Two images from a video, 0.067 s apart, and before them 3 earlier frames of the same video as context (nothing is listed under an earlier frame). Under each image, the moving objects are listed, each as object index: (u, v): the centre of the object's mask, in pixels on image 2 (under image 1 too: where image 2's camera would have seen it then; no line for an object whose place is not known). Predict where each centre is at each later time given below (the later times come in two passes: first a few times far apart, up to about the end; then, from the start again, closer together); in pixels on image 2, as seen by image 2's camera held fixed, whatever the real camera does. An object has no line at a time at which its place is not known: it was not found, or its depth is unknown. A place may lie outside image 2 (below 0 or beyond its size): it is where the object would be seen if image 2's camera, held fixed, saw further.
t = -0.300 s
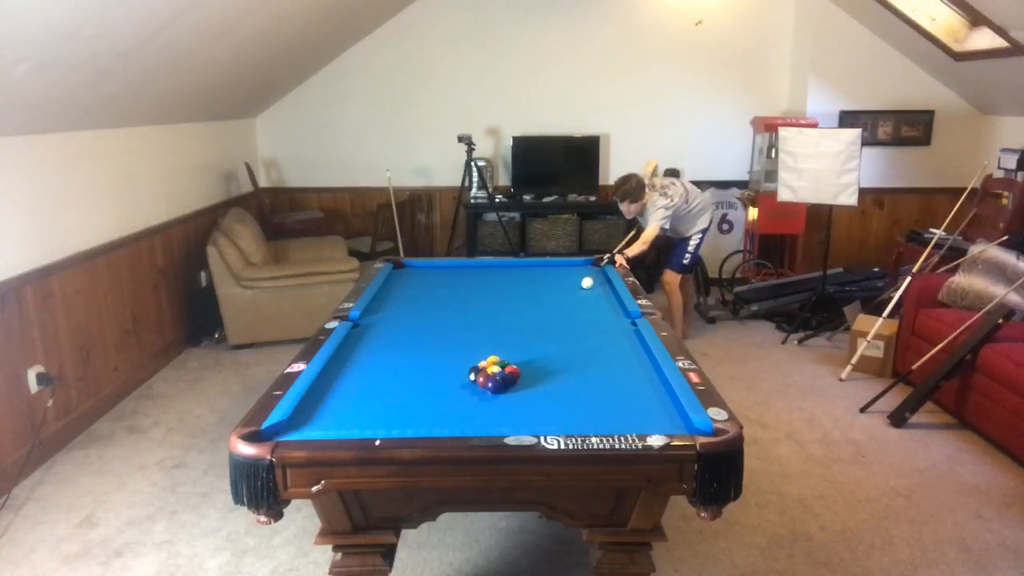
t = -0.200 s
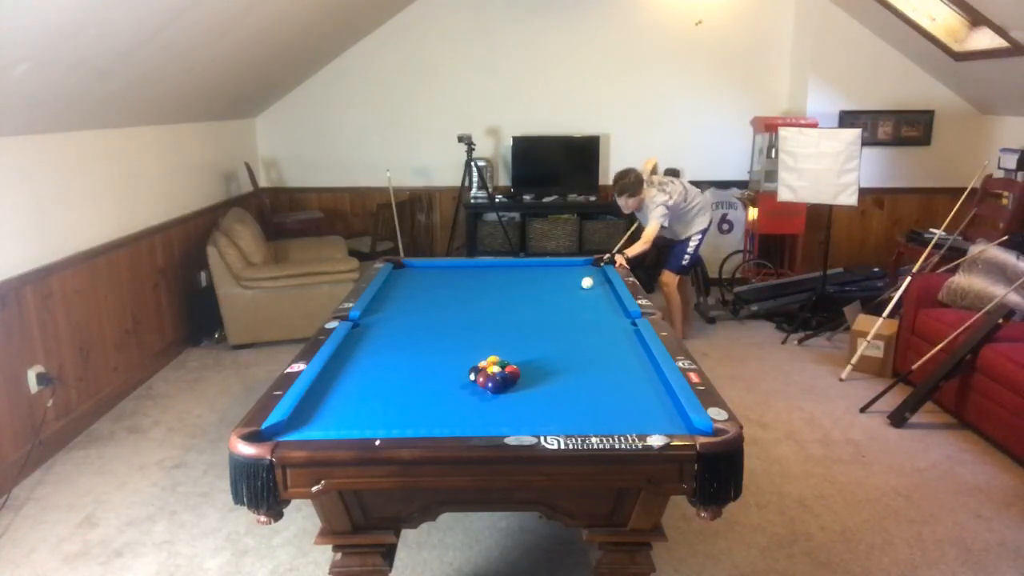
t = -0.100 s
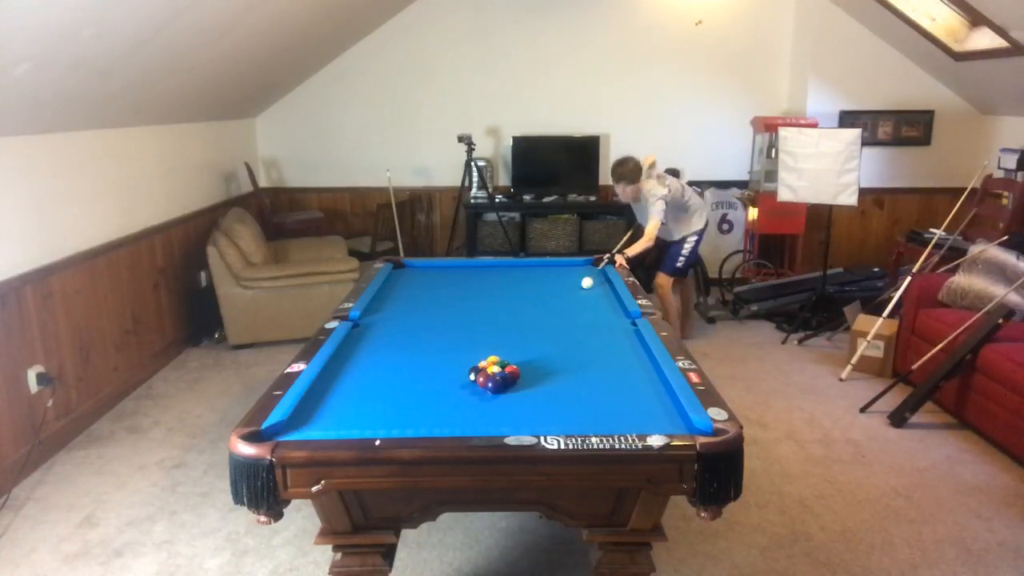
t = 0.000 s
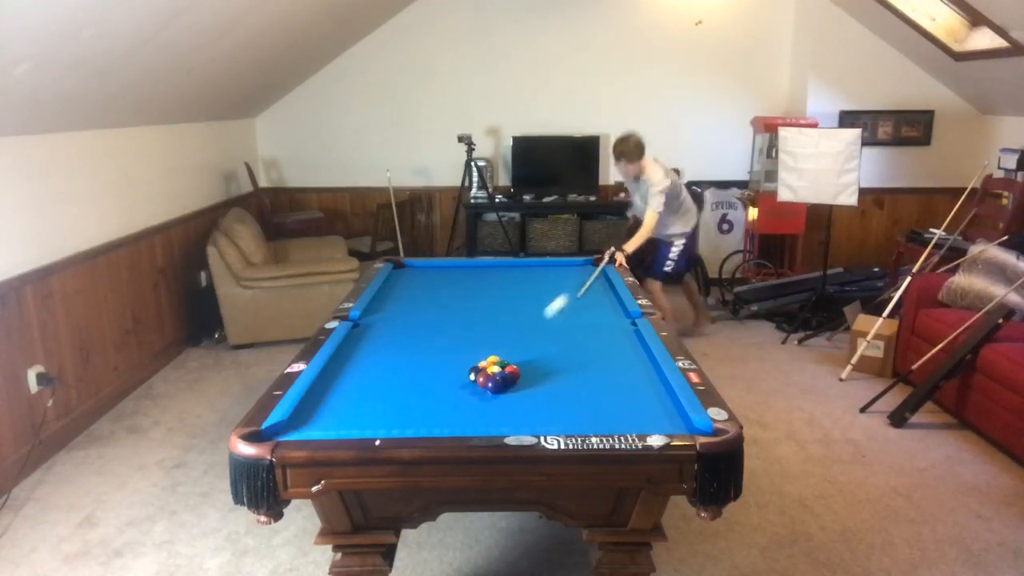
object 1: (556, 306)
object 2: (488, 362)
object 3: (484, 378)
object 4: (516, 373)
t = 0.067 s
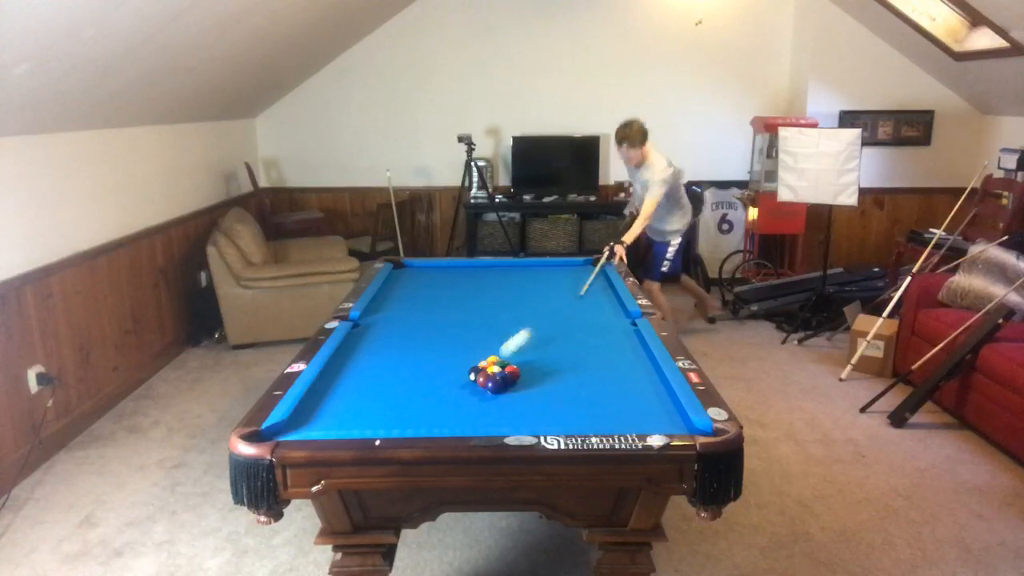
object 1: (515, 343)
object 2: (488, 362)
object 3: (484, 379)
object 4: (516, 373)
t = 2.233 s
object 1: (339, 401)
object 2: (569, 323)
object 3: (404, 421)
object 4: (620, 387)
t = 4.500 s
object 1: (548, 325)
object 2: (497, 304)
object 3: (398, 417)
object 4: (631, 388)
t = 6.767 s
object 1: (608, 299)
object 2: (488, 302)
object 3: (398, 417)
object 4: (631, 388)
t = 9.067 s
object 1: (601, 298)
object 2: (489, 302)
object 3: (398, 417)
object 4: (631, 388)
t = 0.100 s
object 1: (499, 350)
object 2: (492, 360)
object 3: (483, 378)
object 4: (514, 372)
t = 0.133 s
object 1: (499, 343)
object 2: (498, 358)
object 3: (483, 382)
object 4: (515, 374)
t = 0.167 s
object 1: (499, 337)
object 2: (502, 358)
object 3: (481, 383)
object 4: (518, 375)
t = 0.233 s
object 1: (500, 334)
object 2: (513, 358)
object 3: (477, 385)
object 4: (522, 375)
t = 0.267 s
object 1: (501, 336)
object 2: (519, 358)
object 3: (476, 386)
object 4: (524, 376)
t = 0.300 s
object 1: (501, 341)
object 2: (523, 359)
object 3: (474, 387)
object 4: (527, 376)
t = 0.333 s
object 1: (501, 347)
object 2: (528, 358)
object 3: (473, 388)
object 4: (529, 376)
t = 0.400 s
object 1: (501, 343)
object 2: (538, 357)
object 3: (469, 390)
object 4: (533, 378)
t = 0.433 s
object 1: (501, 344)
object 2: (542, 356)
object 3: (468, 391)
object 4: (536, 377)
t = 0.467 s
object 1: (500, 346)
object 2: (547, 356)
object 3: (466, 393)
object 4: (538, 378)
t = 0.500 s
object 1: (499, 346)
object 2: (552, 355)
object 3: (465, 393)
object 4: (540, 378)
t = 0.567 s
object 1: (497, 347)
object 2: (561, 354)
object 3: (461, 396)
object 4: (544, 379)
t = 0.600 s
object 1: (496, 347)
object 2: (566, 353)
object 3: (460, 397)
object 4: (546, 379)
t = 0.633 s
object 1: (494, 347)
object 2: (570, 352)
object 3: (458, 398)
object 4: (548, 379)
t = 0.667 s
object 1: (492, 348)
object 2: (575, 352)
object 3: (457, 399)
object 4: (550, 379)
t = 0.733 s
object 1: (487, 351)
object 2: (584, 350)
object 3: (453, 401)
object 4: (554, 380)
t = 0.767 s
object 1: (483, 352)
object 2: (588, 350)
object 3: (452, 402)
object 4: (556, 380)
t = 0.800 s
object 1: (480, 354)
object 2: (592, 349)
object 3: (450, 403)
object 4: (559, 380)
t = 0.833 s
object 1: (476, 357)
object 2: (596, 348)
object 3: (449, 404)
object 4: (560, 381)
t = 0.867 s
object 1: (472, 359)
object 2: (601, 348)
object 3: (447, 406)
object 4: (562, 381)
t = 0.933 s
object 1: (463, 364)
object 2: (609, 347)
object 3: (444, 407)
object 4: (566, 381)
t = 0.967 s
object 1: (459, 366)
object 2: (613, 346)
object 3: (442, 408)
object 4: (568, 382)
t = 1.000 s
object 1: (455, 368)
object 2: (617, 346)
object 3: (440, 409)
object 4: (570, 382)
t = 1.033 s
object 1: (450, 371)
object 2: (621, 345)
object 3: (439, 410)
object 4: (572, 382)
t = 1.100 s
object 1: (441, 376)
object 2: (628, 344)
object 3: (436, 413)
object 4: (575, 383)
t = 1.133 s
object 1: (437, 379)
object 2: (632, 343)
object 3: (434, 414)
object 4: (577, 383)
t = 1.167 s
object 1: (432, 382)
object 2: (636, 343)
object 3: (433, 415)
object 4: (579, 383)
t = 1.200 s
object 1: (427, 384)
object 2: (637, 342)
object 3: (431, 416)
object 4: (580, 384)
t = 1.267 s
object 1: (418, 390)
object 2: (631, 341)
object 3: (428, 418)
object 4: (584, 384)
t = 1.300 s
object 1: (413, 392)
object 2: (628, 340)
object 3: (427, 419)
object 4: (586, 384)
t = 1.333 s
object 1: (408, 395)
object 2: (626, 339)
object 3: (425, 419)
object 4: (587, 384)
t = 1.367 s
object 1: (402, 398)
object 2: (623, 338)
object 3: (424, 420)
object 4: (589, 384)
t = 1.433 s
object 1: (392, 404)
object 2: (619, 337)
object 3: (421, 421)
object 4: (592, 384)
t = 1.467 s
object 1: (387, 407)
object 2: (616, 336)
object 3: (420, 421)
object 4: (594, 385)
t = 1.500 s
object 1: (381, 410)
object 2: (614, 336)
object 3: (418, 422)
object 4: (595, 385)
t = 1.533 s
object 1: (375, 413)
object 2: (611, 335)
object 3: (417, 423)
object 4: (596, 385)
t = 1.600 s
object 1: (364, 420)
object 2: (607, 334)
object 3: (414, 423)
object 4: (599, 385)
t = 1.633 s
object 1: (358, 422)
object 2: (605, 333)
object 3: (413, 423)
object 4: (600, 385)
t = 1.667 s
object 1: (352, 424)
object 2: (602, 332)
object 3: (412, 423)
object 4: (601, 386)
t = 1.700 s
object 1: (346, 425)
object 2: (600, 332)
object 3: (411, 423)
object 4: (603, 386)
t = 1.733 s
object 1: (340, 423)
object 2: (598, 331)
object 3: (411, 423)
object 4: (604, 386)
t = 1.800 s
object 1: (328, 422)
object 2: (594, 330)
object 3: (409, 423)
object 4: (607, 386)
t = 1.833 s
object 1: (322, 421)
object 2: (592, 330)
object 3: (409, 423)
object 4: (608, 386)
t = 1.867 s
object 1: (316, 420)
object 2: (590, 329)
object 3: (408, 422)
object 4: (609, 386)
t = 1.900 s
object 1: (310, 419)
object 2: (588, 328)
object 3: (408, 422)
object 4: (610, 386)
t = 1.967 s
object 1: (300, 415)
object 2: (584, 327)
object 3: (407, 422)
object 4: (613, 386)
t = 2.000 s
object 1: (302, 413)
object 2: (582, 327)
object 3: (407, 422)
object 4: (614, 386)
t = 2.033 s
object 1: (308, 411)
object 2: (580, 326)
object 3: (406, 421)
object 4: (615, 386)
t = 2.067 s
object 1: (313, 410)
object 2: (578, 326)
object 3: (406, 421)
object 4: (616, 387)
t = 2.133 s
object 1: (324, 406)
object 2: (575, 325)
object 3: (405, 421)
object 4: (618, 387)
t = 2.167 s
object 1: (329, 404)
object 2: (573, 324)
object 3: (404, 421)
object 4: (618, 387)
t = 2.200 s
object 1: (334, 402)
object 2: (571, 324)
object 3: (404, 421)
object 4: (619, 387)
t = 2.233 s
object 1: (339, 401)
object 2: (569, 323)
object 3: (404, 421)
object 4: (620, 387)
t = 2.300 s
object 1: (349, 397)
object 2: (566, 322)
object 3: (403, 421)
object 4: (622, 387)
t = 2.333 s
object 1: (354, 395)
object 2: (564, 322)
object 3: (403, 420)
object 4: (622, 387)
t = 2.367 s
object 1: (359, 394)
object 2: (562, 321)
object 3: (402, 420)
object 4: (623, 388)
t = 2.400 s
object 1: (363, 392)
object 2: (561, 321)
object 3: (402, 420)
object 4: (624, 388)
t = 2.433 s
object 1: (368, 390)
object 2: (559, 321)
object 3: (402, 420)
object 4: (625, 388)
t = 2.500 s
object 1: (377, 387)
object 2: (556, 320)
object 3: (401, 420)
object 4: (626, 388)
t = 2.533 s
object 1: (381, 385)
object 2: (555, 319)
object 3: (401, 419)
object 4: (626, 388)
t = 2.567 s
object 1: (385, 384)
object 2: (553, 319)
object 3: (400, 419)
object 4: (627, 388)
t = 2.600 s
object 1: (389, 383)
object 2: (552, 318)
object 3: (400, 419)
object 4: (628, 388)
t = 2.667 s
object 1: (398, 380)
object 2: (549, 317)
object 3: (400, 419)
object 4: (628, 388)
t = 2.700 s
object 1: (402, 378)
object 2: (547, 317)
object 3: (400, 418)
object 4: (629, 388)
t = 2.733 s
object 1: (405, 377)
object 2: (546, 317)
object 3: (399, 418)
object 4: (629, 388)
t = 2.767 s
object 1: (409, 375)
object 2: (545, 317)
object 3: (399, 418)
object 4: (630, 388)
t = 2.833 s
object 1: (417, 373)
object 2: (542, 316)
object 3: (399, 418)
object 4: (630, 388)
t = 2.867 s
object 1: (421, 371)
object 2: (541, 316)
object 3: (398, 418)
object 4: (630, 388)
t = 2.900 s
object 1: (424, 370)
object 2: (539, 315)
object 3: (398, 418)
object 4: (631, 388)
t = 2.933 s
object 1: (428, 369)
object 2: (538, 315)
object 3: (398, 418)
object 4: (631, 388)
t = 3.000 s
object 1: (435, 366)
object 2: (535, 314)
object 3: (398, 418)
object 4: (631, 388)
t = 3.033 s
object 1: (438, 365)
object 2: (534, 314)
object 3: (398, 418)
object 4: (631, 388)
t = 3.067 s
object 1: (442, 364)
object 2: (533, 314)
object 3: (398, 417)
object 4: (631, 388)
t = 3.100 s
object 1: (445, 363)
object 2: (532, 313)
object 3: (398, 417)
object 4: (631, 388)
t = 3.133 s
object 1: (448, 361)
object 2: (531, 313)
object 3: (398, 417)
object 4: (631, 388)
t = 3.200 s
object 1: (454, 359)
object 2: (528, 312)
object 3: (398, 417)
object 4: (631, 388)
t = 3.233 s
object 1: (458, 358)
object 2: (527, 312)
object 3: (398, 417)
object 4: (631, 388)
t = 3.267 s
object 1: (461, 357)
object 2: (526, 312)
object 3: (398, 417)
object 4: (631, 388)
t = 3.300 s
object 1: (464, 356)
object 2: (525, 312)
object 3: (398, 417)
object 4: (631, 388)
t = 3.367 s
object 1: (470, 354)
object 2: (523, 311)
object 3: (398, 417)
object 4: (631, 388)
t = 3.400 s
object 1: (473, 352)
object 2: (522, 311)
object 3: (398, 418)
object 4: (631, 388)
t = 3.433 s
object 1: (475, 352)
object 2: (521, 310)
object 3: (398, 417)
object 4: (631, 388)
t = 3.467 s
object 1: (478, 351)
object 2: (520, 310)
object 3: (398, 417)
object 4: (631, 388)
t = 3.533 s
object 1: (484, 349)
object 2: (518, 310)
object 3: (398, 417)
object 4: (631, 388)
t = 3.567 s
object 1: (486, 348)
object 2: (517, 309)
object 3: (398, 417)
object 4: (631, 388)
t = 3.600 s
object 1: (489, 347)
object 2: (516, 309)
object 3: (398, 417)
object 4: (631, 388)
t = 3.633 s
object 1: (492, 346)
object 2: (515, 309)
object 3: (398, 417)
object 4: (631, 388)
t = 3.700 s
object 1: (497, 344)
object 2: (513, 308)
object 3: (398, 417)
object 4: (631, 388)
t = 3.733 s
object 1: (499, 343)
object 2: (513, 308)
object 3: (398, 417)
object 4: (631, 388)
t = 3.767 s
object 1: (502, 342)
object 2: (512, 308)
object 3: (398, 417)
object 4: (631, 388)
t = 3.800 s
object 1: (504, 341)
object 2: (511, 308)
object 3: (398, 417)
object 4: (631, 388)
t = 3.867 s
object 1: (509, 340)
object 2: (509, 308)
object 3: (398, 417)
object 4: (631, 388)
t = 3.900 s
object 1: (511, 339)
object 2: (509, 307)
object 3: (398, 417)
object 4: (631, 388)
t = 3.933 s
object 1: (513, 338)
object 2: (508, 307)
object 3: (398, 417)
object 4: (631, 388)
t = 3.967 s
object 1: (516, 337)
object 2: (507, 307)
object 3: (398, 417)
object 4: (631, 388)
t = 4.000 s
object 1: (518, 336)
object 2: (506, 307)
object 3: (398, 417)
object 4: (631, 388)
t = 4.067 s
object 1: (523, 334)
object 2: (505, 306)
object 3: (398, 417)
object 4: (631, 388)
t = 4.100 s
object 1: (525, 334)
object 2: (504, 306)
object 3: (398, 417)
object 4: (631, 388)
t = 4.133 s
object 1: (527, 333)
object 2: (503, 306)
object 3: (398, 417)
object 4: (631, 388)
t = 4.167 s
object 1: (529, 332)
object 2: (503, 306)
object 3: (398, 417)
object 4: (631, 388)
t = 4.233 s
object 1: (533, 331)
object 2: (502, 305)
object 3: (398, 417)
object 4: (631, 388)
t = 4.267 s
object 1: (535, 330)
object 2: (501, 305)
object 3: (398, 417)
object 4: (631, 388)
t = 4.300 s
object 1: (537, 329)
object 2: (500, 305)
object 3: (398, 417)
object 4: (631, 388)
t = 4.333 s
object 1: (539, 329)
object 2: (500, 305)
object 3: (398, 417)
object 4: (631, 388)
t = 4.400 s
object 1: (543, 327)
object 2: (499, 305)
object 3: (398, 417)
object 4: (631, 388)
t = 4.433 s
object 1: (545, 327)
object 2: (498, 305)
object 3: (398, 417)
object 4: (631, 388)
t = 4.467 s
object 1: (547, 326)
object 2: (498, 305)
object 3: (398, 417)
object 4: (631, 388)
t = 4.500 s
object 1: (548, 325)
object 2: (497, 304)
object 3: (398, 417)
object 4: (631, 388)
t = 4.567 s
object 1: (552, 324)
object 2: (496, 304)
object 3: (398, 417)
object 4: (631, 388)
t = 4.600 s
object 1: (554, 323)
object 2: (496, 304)
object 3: (398, 417)
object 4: (631, 388)
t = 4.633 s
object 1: (556, 323)
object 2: (495, 304)
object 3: (398, 417)
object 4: (631, 388)
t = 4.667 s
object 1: (557, 322)
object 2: (495, 304)
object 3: (398, 417)
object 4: (631, 388)
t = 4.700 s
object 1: (559, 321)
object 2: (495, 304)
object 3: (398, 417)
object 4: (631, 388)
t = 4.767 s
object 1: (562, 320)
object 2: (494, 303)
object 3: (398, 417)
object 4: (631, 388)
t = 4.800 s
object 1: (564, 320)
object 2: (493, 303)
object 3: (398, 417)
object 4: (631, 388)
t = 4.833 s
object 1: (566, 319)
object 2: (493, 303)
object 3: (398, 417)
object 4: (631, 388)
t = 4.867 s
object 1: (567, 319)
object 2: (493, 303)
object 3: (398, 417)
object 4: (631, 388)
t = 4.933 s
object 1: (570, 317)
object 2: (492, 303)
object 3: (398, 417)
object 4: (631, 388)
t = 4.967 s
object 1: (572, 317)
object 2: (492, 303)
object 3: (398, 417)
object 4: (631, 388)
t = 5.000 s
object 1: (573, 316)
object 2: (491, 303)
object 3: (398, 417)
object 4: (631, 388)
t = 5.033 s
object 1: (575, 316)
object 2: (491, 303)
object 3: (398, 417)
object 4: (631, 388)
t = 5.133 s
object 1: (579, 314)
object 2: (490, 303)
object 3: (398, 417)
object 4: (631, 388)
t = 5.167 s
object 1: (581, 314)
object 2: (490, 303)
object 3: (398, 417)
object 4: (631, 388)
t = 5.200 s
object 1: (582, 313)
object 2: (490, 303)
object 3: (398, 417)
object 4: (631, 388)
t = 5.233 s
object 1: (583, 313)
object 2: (490, 303)
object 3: (398, 417)
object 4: (631, 388)
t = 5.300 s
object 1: (586, 312)
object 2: (490, 303)
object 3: (398, 417)
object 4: (631, 388)
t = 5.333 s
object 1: (587, 312)
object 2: (490, 303)
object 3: (398, 417)
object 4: (631, 388)
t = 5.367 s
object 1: (589, 311)
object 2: (489, 303)
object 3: (398, 417)
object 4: (631, 388)
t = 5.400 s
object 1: (590, 311)
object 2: (489, 303)
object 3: (398, 417)
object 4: (631, 388)
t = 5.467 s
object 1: (592, 310)
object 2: (489, 303)
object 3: (398, 417)
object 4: (631, 388)
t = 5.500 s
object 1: (593, 310)
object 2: (489, 302)
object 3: (398, 417)
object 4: (631, 388)
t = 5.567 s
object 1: (596, 309)
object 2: (489, 303)
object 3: (398, 417)
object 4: (631, 388)
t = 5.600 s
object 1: (597, 308)
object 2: (489, 303)
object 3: (398, 417)
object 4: (631, 388)
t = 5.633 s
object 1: (598, 308)
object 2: (489, 303)
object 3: (398, 417)
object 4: (631, 388)
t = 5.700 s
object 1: (600, 307)
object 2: (489, 303)
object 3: (398, 417)
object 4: (631, 388)
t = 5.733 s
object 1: (601, 307)
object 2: (489, 303)
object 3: (398, 417)
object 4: (631, 388)
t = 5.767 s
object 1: (602, 306)
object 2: (489, 302)
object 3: (398, 417)
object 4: (631, 388)
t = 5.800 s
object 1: (603, 306)
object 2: (489, 303)
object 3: (398, 417)
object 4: (631, 388)
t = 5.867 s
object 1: (606, 305)
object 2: (489, 303)
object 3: (398, 417)
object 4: (631, 388)
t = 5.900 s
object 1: (607, 305)
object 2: (489, 302)
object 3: (398, 417)
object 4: (631, 388)
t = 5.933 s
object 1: (607, 304)
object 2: (489, 303)
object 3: (398, 417)
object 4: (631, 388)
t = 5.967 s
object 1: (608, 304)
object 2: (489, 303)
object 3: (398, 417)
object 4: (631, 388)
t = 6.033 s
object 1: (610, 304)
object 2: (489, 303)
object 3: (398, 417)
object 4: (631, 388)
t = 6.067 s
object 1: (611, 303)
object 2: (489, 303)
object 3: (398, 417)
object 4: (631, 388)
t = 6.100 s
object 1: (612, 303)
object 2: (489, 303)
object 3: (398, 417)
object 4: (631, 388)
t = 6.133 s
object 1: (613, 303)
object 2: (489, 303)
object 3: (398, 417)
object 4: (631, 388)
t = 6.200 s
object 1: (614, 302)
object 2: (489, 303)
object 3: (398, 417)
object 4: (631, 388)
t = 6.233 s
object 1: (615, 302)
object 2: (489, 302)
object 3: (398, 417)
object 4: (631, 388)
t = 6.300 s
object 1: (615, 302)
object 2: (489, 302)
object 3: (398, 417)
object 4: (631, 388)
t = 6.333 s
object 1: (615, 301)
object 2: (488, 302)
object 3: (398, 417)
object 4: (631, 388)
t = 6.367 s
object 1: (614, 301)
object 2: (488, 302)
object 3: (398, 417)
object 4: (631, 388)
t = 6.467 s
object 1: (613, 301)
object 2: (489, 302)
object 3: (398, 418)
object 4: (631, 388)
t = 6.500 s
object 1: (612, 300)
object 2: (488, 302)
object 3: (398, 417)
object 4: (631, 388)
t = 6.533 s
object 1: (611, 300)
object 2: (488, 302)
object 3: (398, 417)
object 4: (631, 388)
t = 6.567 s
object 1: (611, 300)
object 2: (489, 302)
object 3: (398, 418)
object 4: (631, 388)
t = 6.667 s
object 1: (609, 300)
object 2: (488, 302)
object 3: (398, 417)
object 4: (631, 388)
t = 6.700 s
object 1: (608, 300)
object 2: (488, 302)
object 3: (398, 417)
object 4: (631, 388)
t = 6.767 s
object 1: (608, 299)
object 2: (488, 302)
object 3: (398, 417)
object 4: (631, 388)
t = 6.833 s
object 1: (607, 299)
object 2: (488, 302)
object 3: (398, 417)
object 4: (631, 388)
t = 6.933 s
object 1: (606, 299)
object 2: (488, 302)
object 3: (398, 417)
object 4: (631, 388)
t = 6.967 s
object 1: (605, 299)
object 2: (488, 302)
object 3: (398, 417)
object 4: (631, 388)
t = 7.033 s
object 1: (605, 299)
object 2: (488, 302)
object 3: (398, 417)
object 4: (631, 388)
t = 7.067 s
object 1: (604, 299)
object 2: (488, 302)
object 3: (398, 417)
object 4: (631, 388)
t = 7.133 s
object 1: (604, 298)
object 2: (488, 302)
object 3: (398, 417)
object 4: (631, 388)
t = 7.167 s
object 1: (604, 298)
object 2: (489, 302)
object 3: (398, 417)
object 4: (631, 388)
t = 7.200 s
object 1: (603, 298)
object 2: (489, 302)
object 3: (398, 417)
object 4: (631, 388)
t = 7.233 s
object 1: (603, 298)
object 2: (489, 302)
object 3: (398, 417)
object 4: (631, 388)
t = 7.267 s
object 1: (603, 298)
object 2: (489, 302)
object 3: (398, 417)
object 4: (631, 388)
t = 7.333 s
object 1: (602, 298)
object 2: (489, 302)
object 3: (398, 417)
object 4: (631, 388)
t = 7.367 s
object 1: (602, 298)
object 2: (488, 303)
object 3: (398, 417)
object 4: (631, 388)
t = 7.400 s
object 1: (602, 298)
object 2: (489, 303)
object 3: (398, 417)
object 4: (631, 388)
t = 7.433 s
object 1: (602, 298)
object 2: (489, 303)
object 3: (398, 417)
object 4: (631, 388)
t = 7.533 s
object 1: (601, 298)
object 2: (489, 303)
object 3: (398, 417)
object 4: (631, 388)
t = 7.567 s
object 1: (601, 298)
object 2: (489, 303)
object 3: (398, 417)
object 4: (631, 388)
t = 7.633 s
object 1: (601, 298)
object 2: (489, 303)
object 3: (398, 418)
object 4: (631, 388)
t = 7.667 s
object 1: (601, 298)
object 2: (489, 303)
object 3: (398, 417)
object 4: (631, 388)
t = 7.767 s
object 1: (601, 298)
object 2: (488, 302)
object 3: (398, 417)
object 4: (631, 388)
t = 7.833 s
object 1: (601, 298)
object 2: (488, 302)
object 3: (398, 417)
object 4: (631, 388)
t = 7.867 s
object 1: (601, 298)
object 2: (488, 302)
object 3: (398, 418)
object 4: (631, 388)
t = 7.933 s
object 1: (601, 298)
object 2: (488, 302)
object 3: (398, 417)
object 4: (631, 388)
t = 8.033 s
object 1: (601, 298)
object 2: (488, 302)
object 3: (398, 417)
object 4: (631, 388)
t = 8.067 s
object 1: (601, 298)
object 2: (488, 302)
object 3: (398, 417)
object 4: (631, 388)
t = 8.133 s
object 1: (601, 298)
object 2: (488, 302)
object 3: (398, 417)
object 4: (631, 388)
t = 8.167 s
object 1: (601, 298)
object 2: (488, 302)
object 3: (398, 417)
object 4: (631, 388)
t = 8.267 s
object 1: (601, 298)
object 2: (488, 302)
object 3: (398, 417)
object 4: (631, 388)
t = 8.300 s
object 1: (601, 298)
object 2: (488, 302)
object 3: (398, 417)
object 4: (631, 388)
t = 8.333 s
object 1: (601, 298)
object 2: (488, 302)
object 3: (398, 417)
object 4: (631, 388)
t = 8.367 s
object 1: (601, 298)
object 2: (488, 302)
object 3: (398, 417)
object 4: (631, 388)
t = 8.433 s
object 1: (601, 298)
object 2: (488, 302)
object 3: (398, 417)
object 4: (631, 388)
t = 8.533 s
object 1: (601, 298)
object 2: (488, 302)
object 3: (398, 417)
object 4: (631, 388)
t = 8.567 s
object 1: (601, 298)
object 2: (488, 302)
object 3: (398, 417)
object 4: (631, 388)
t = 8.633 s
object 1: (601, 298)
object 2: (488, 302)
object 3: (398, 417)
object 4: (631, 388)
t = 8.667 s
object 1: (601, 298)
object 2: (488, 302)
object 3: (398, 417)
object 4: (631, 388)
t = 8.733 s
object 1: (601, 298)
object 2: (489, 302)
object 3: (398, 417)
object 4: (631, 388)
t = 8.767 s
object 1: (601, 298)
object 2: (489, 302)
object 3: (398, 417)
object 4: (631, 388)
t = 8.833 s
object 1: (601, 298)
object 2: (489, 302)
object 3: (398, 417)
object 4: (631, 388)
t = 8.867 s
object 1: (601, 298)
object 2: (489, 302)
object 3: (398, 417)
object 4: (631, 388)
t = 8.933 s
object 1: (601, 298)
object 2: (489, 302)
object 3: (398, 417)
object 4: (631, 388)
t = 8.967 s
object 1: (601, 298)
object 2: (489, 302)
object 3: (398, 417)
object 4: (631, 388)
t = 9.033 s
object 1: (601, 298)
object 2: (489, 302)
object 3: (398, 417)
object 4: (631, 388)
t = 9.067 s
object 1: (601, 298)
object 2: (489, 302)
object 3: (398, 417)
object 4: (631, 388)
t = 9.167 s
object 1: (601, 298)
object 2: (489, 302)
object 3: (398, 417)
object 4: (631, 388)
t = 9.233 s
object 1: (601, 298)
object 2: (489, 302)
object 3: (398, 417)
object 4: (631, 388)
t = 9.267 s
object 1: (601, 298)
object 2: (489, 302)
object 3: (398, 417)
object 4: (631, 388)
